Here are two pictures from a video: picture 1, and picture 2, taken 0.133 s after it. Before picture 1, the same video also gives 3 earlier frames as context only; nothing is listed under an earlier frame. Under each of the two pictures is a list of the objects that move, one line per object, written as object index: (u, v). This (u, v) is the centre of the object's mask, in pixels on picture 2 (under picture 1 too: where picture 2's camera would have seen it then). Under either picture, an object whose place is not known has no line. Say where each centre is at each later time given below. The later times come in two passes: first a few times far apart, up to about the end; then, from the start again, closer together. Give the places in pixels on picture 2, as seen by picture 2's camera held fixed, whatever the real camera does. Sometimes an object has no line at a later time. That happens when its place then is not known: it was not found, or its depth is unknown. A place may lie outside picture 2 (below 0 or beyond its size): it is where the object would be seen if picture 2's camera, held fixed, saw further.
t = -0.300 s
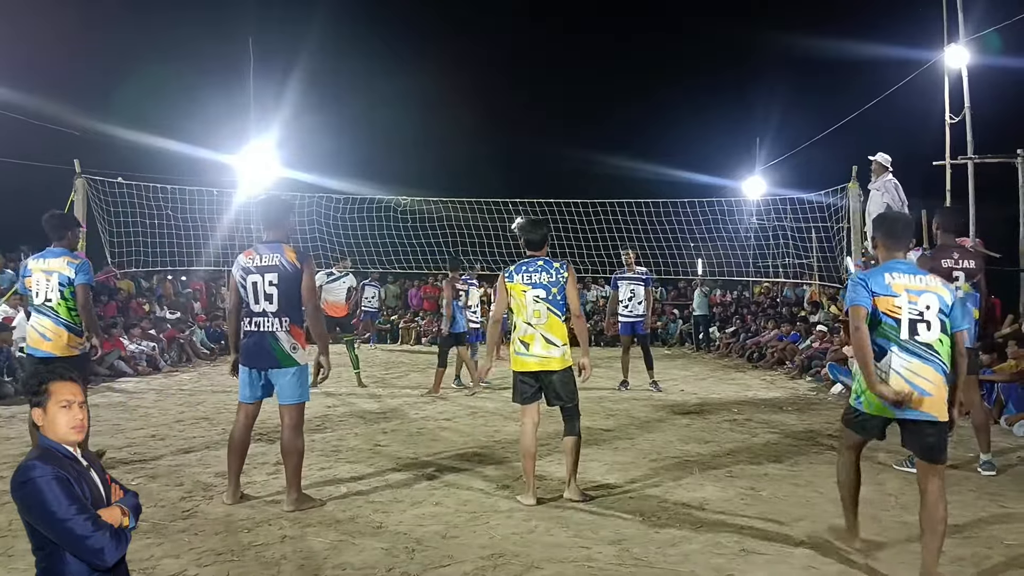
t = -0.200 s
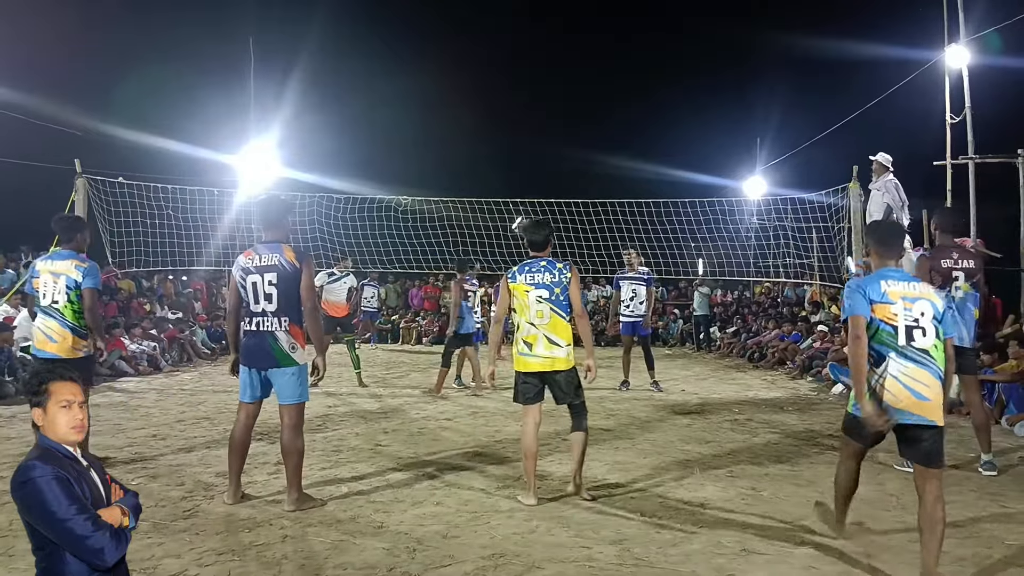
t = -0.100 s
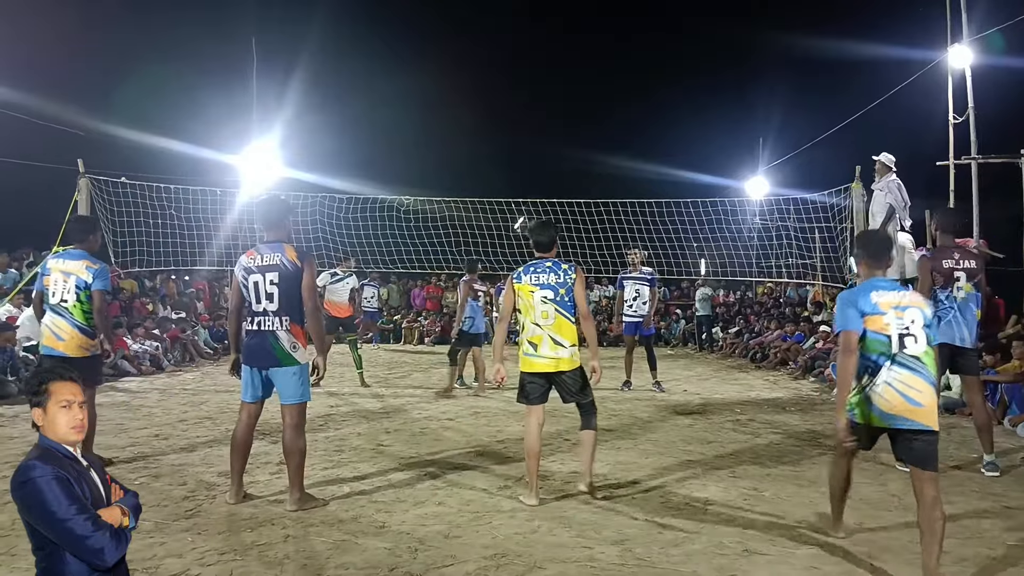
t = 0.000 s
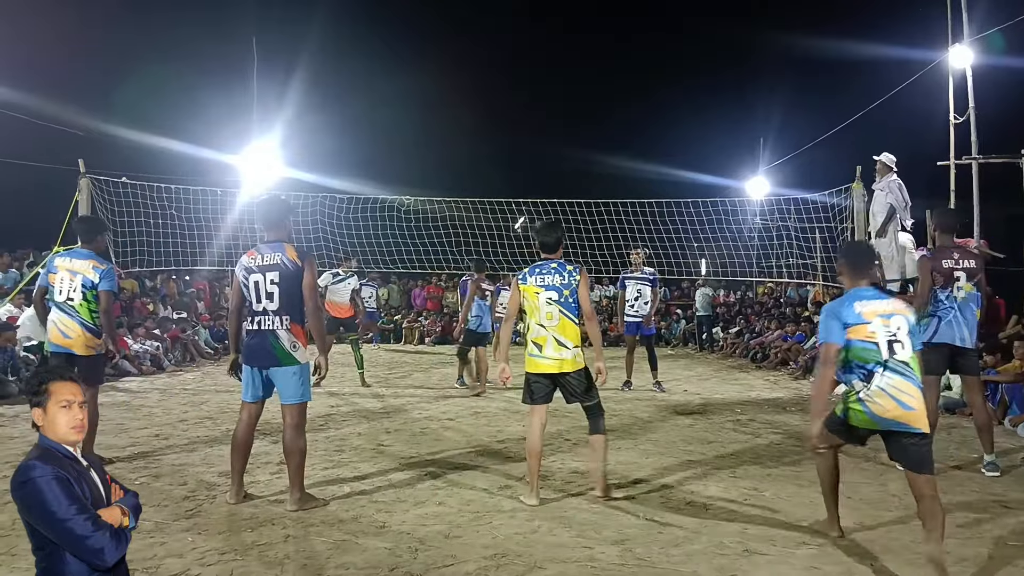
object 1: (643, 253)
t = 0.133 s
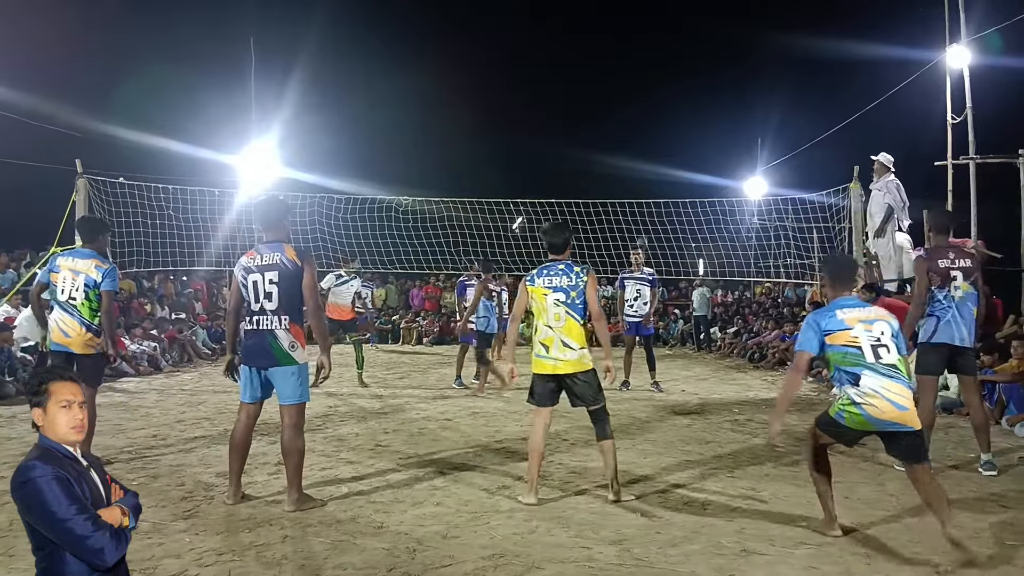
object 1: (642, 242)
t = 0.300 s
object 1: (642, 205)
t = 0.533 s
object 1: (645, 165)
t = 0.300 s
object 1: (642, 205)
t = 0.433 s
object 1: (643, 180)
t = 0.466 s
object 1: (643, 176)
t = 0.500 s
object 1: (644, 170)
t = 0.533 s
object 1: (645, 165)
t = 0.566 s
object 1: (646, 161)
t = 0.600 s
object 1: (646, 158)
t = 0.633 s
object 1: (647, 155)
